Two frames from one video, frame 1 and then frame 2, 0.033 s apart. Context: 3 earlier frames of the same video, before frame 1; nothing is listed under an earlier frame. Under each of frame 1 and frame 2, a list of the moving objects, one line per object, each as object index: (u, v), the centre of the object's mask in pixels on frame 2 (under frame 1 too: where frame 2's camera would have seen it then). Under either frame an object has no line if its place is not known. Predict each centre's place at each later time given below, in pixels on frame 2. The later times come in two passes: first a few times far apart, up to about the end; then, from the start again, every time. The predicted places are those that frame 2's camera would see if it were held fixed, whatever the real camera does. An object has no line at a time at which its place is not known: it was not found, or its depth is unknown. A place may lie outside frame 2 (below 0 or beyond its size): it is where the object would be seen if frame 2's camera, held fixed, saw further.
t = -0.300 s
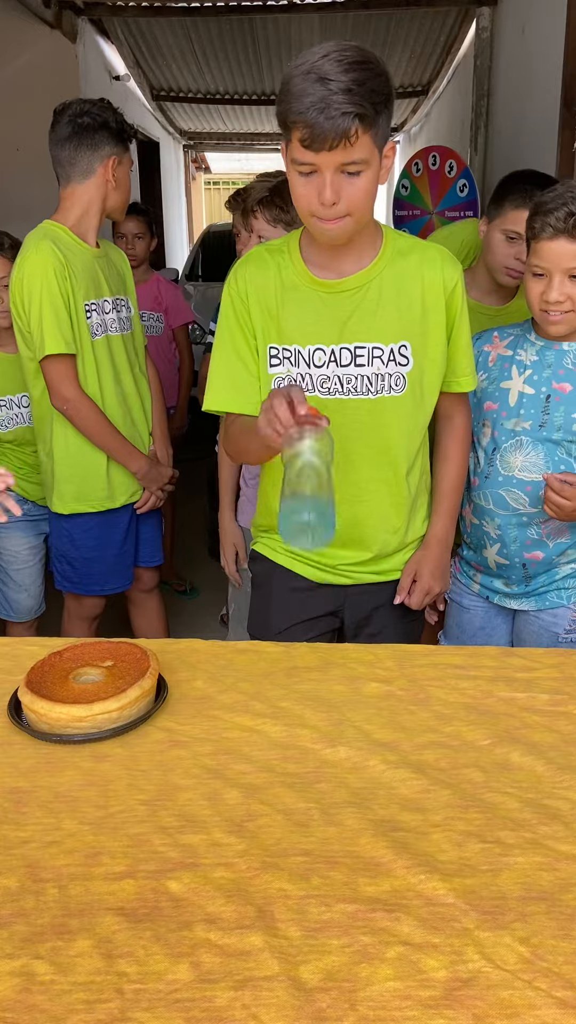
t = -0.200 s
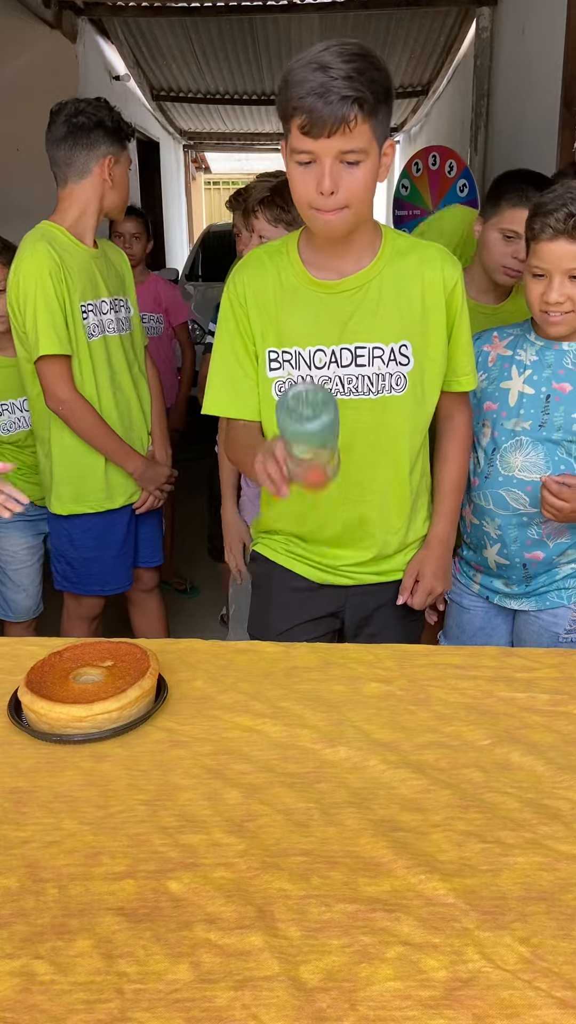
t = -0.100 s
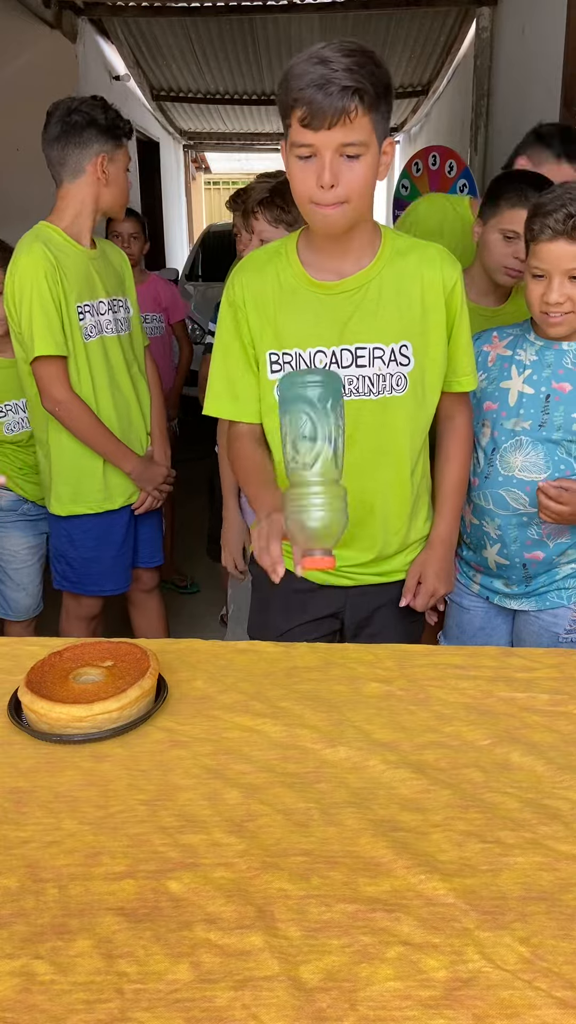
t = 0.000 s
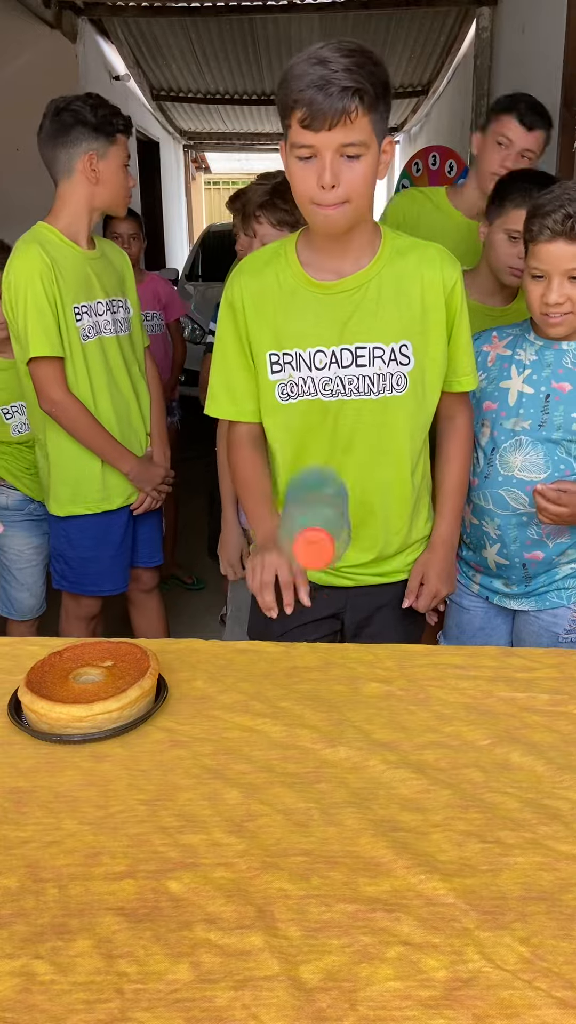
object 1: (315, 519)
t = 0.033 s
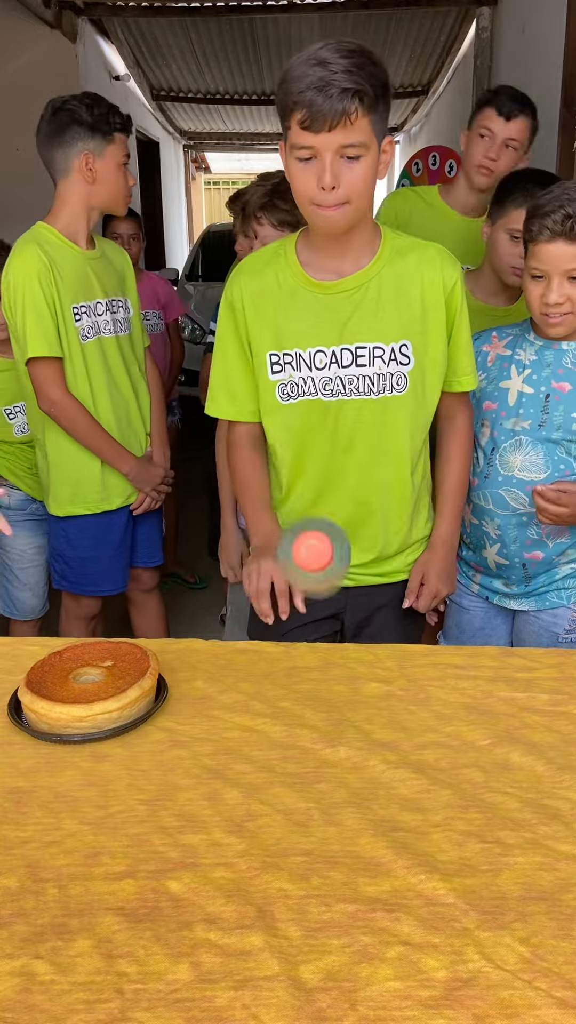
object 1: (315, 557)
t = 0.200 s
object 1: (326, 779)
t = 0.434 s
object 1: (341, 753)
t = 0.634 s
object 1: (348, 771)
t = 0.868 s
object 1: (349, 775)
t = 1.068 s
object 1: (349, 775)
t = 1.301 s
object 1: (349, 775)
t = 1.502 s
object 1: (349, 775)
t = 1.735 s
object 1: (349, 775)
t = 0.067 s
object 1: (317, 609)
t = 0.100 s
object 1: (318, 670)
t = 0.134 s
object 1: (320, 752)
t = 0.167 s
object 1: (323, 774)
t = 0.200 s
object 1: (326, 779)
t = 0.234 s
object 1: (328, 774)
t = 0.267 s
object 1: (331, 770)
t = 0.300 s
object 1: (333, 767)
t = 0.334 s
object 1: (334, 764)
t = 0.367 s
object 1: (335, 760)
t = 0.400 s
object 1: (338, 756)
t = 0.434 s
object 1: (341, 753)
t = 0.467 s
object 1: (343, 753)
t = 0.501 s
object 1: (345, 756)
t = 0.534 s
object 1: (346, 762)
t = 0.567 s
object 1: (347, 772)
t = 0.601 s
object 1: (348, 773)
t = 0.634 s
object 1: (348, 771)
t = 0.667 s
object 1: (349, 773)
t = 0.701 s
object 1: (349, 775)
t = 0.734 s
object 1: (349, 775)
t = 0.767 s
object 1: (348, 775)
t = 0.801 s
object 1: (348, 775)
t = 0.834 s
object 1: (349, 775)
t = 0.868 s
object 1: (349, 775)
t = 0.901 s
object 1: (349, 775)
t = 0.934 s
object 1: (349, 775)
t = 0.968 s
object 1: (348, 775)
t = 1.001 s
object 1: (348, 775)
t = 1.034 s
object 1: (348, 775)
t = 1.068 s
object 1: (349, 775)
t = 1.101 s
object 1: (349, 775)
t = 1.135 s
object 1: (349, 775)
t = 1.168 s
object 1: (348, 775)
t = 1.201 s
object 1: (348, 775)
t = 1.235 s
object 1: (348, 775)
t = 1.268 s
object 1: (349, 775)
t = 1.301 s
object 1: (349, 775)
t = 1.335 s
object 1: (349, 775)
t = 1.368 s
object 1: (349, 775)
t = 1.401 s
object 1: (349, 775)
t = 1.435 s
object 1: (349, 775)
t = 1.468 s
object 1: (349, 775)
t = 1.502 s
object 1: (349, 775)
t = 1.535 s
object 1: (349, 775)
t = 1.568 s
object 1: (349, 775)
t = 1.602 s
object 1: (349, 775)
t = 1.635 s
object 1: (349, 775)
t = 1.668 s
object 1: (349, 775)
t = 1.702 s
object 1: (349, 775)
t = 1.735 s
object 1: (349, 775)
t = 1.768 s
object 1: (349, 775)
